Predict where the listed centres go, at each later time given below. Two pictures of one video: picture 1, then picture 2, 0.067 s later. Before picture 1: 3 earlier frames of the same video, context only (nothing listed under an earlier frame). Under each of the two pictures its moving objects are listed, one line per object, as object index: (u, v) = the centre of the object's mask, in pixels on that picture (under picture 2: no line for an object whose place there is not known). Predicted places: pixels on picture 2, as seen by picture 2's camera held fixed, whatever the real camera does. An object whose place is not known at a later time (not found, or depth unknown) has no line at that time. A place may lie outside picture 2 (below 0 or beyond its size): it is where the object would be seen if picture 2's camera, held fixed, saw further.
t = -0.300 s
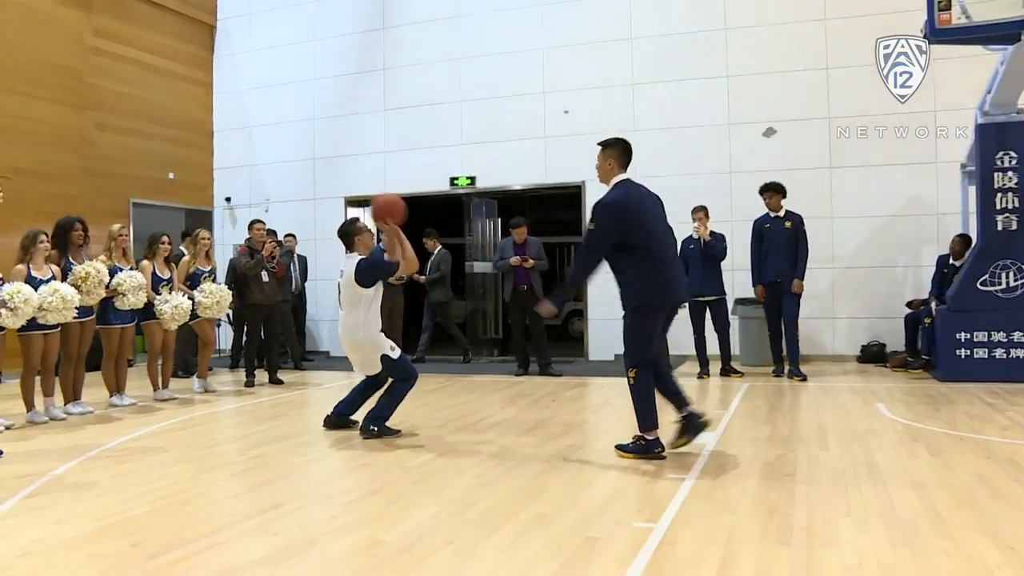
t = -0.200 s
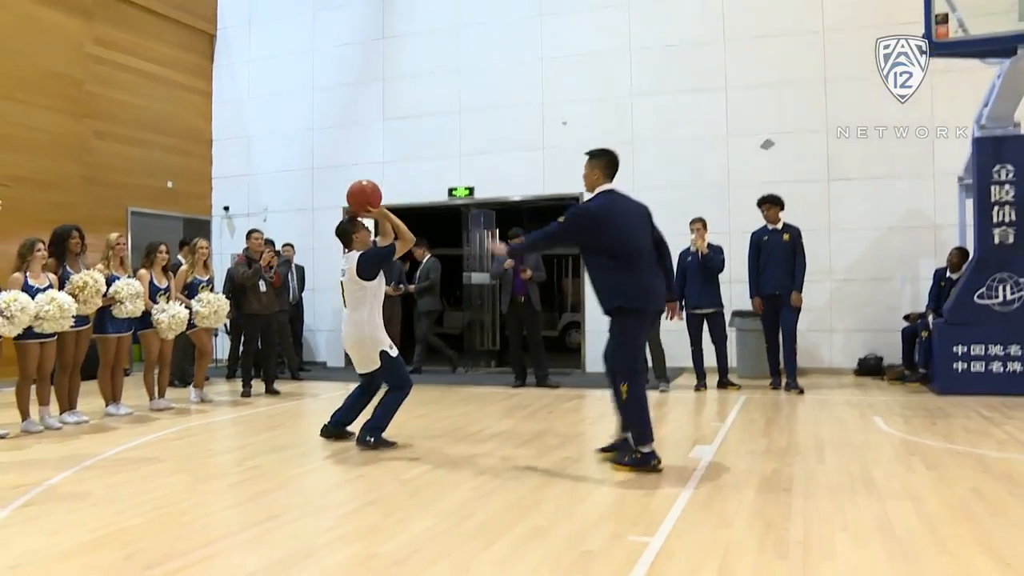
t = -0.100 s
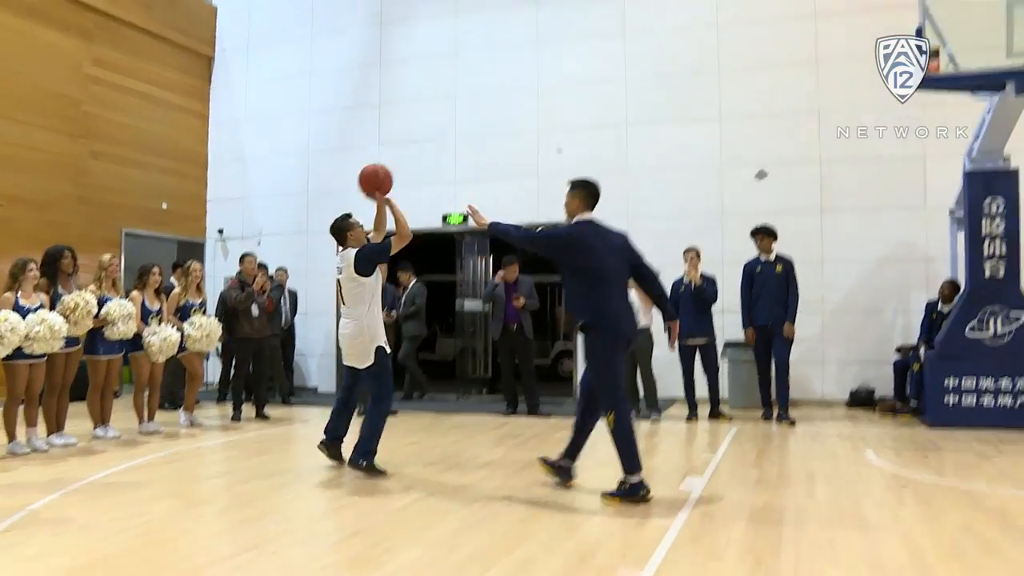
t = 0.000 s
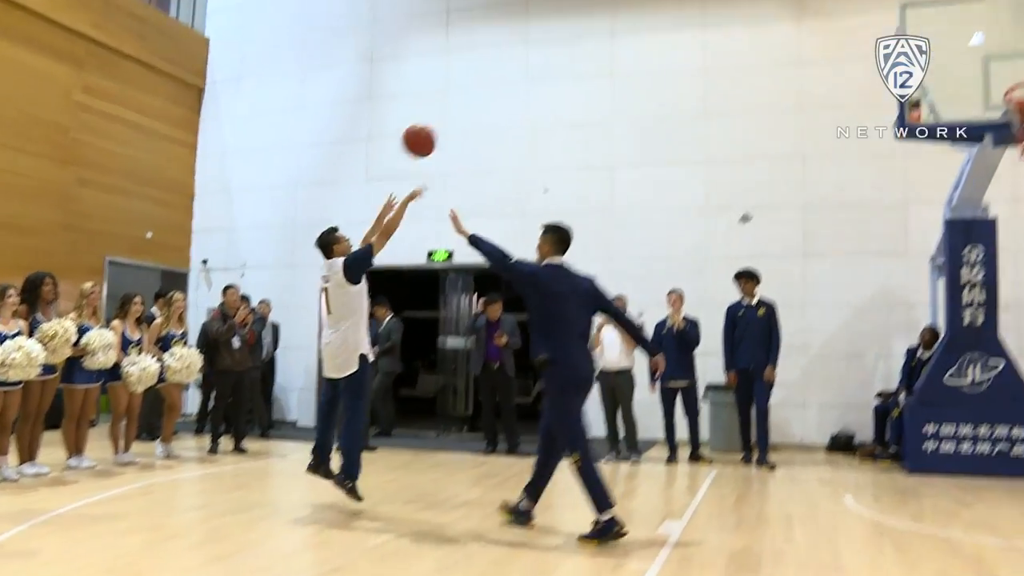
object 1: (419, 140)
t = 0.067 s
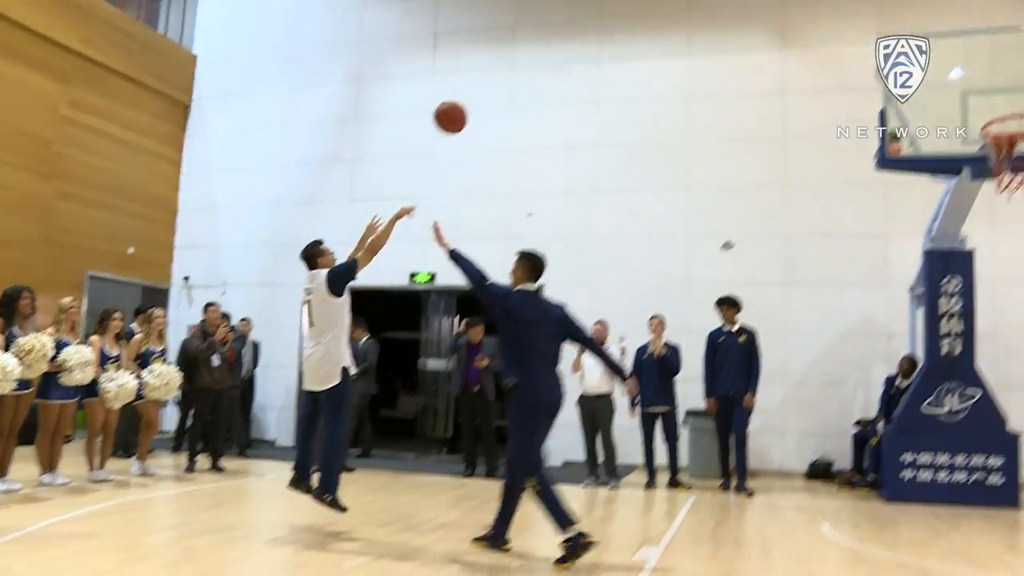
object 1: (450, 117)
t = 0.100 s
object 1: (476, 95)
